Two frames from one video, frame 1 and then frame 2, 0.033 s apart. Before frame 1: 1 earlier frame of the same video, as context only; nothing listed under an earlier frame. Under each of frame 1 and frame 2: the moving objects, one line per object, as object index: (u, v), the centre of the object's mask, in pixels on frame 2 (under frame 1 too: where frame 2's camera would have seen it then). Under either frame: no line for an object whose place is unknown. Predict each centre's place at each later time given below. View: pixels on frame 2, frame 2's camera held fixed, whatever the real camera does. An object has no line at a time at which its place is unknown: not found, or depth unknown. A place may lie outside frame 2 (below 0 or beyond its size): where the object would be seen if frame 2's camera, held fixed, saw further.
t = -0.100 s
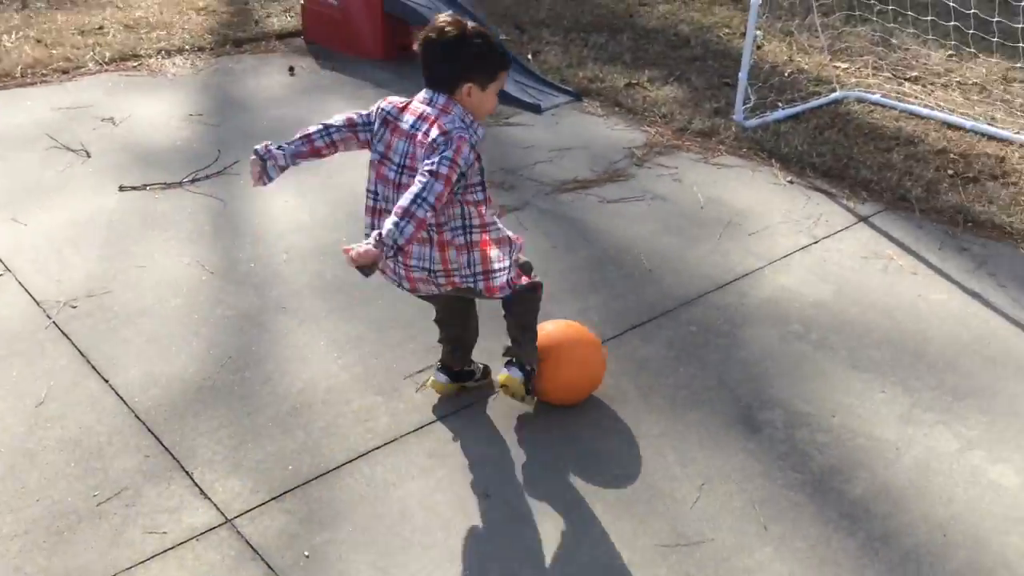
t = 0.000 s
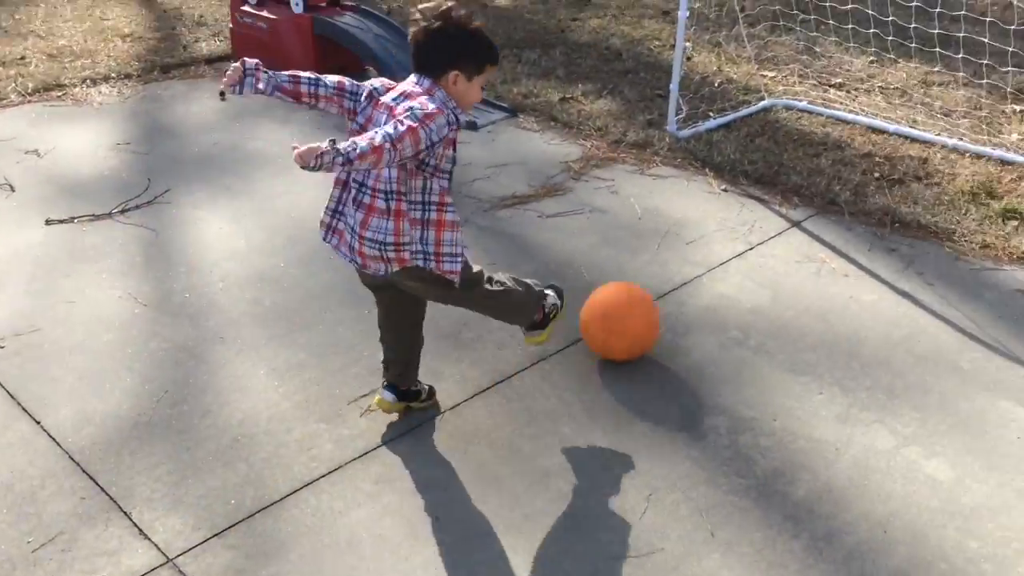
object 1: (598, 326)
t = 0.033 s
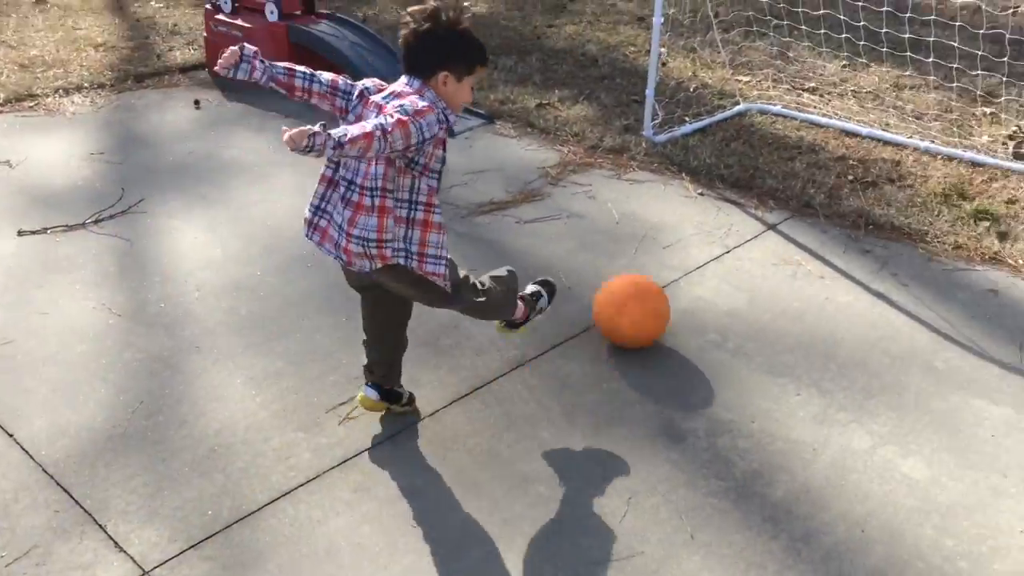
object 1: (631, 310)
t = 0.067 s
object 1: (659, 294)
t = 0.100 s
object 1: (686, 282)
